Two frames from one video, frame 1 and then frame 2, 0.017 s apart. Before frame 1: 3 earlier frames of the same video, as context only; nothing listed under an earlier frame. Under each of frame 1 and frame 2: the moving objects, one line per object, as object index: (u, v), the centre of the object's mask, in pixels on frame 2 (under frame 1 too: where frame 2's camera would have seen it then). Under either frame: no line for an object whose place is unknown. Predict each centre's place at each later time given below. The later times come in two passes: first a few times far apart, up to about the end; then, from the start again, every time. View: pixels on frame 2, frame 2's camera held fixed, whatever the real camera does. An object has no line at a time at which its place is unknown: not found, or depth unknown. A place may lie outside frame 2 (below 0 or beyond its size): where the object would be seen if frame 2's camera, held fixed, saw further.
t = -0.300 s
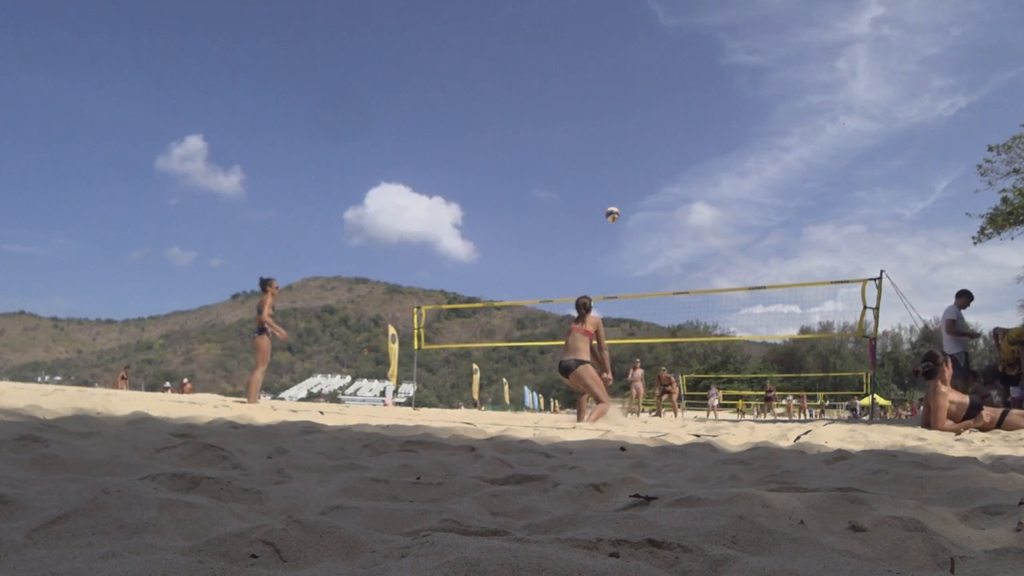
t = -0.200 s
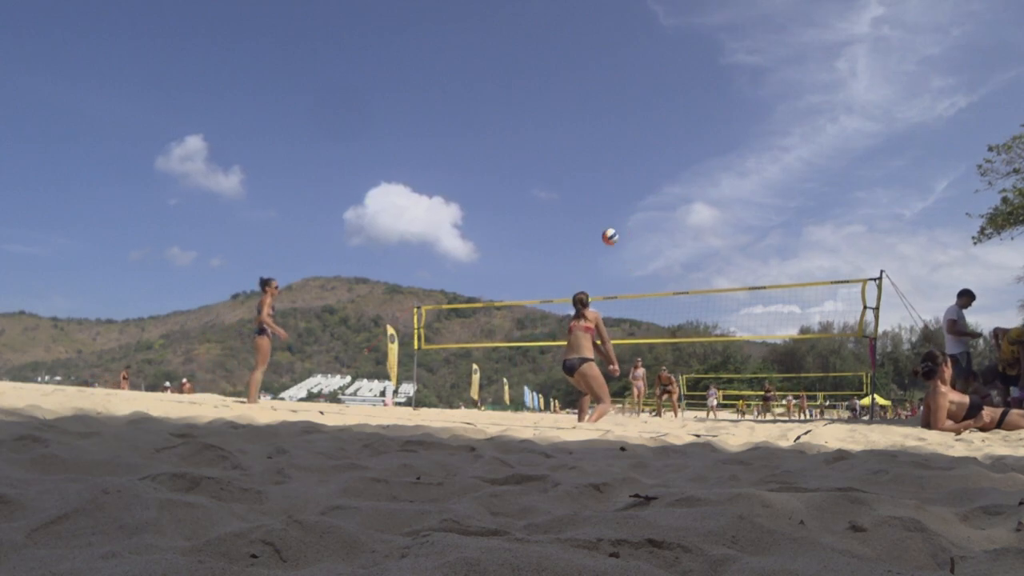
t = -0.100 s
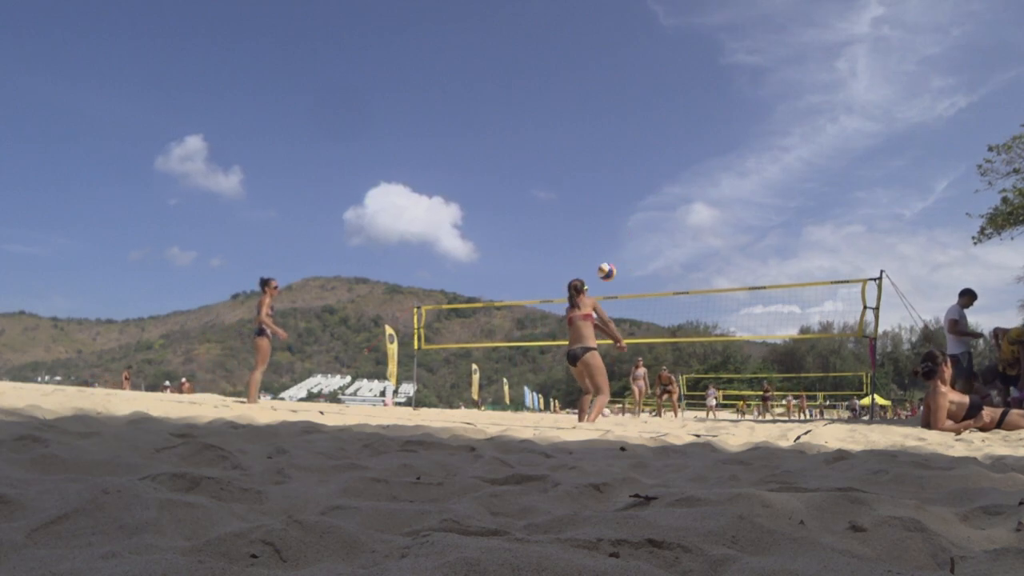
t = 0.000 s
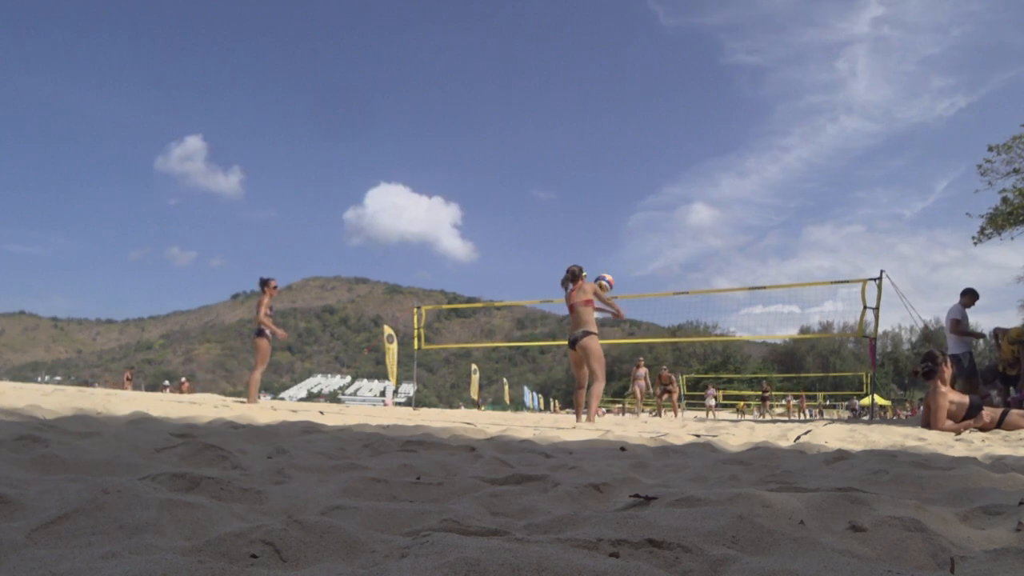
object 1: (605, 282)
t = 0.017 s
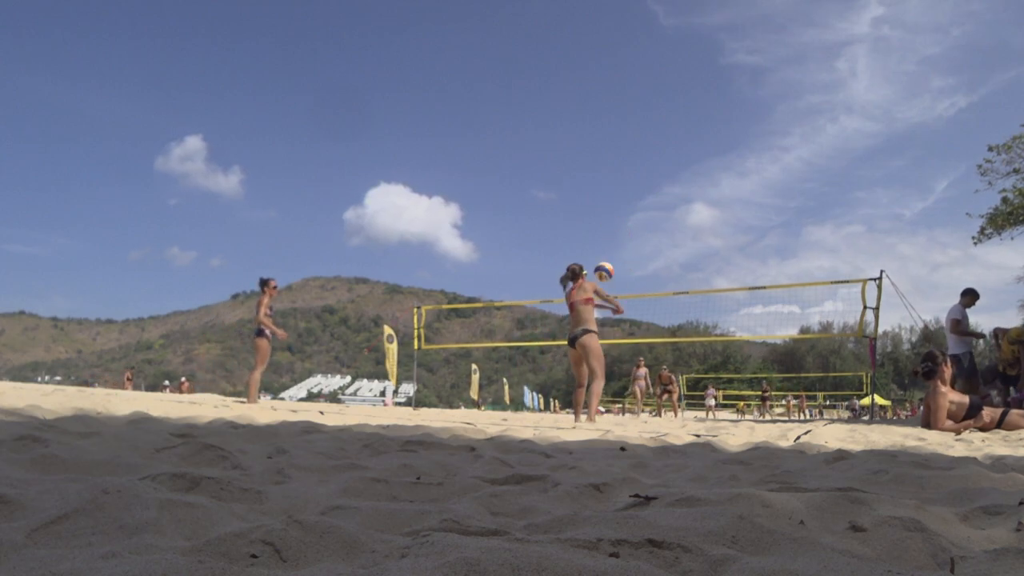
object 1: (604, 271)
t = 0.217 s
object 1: (601, 158)
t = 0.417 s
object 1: (597, 89)
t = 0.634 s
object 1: (593, 52)
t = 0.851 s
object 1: (587, 47)
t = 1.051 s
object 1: (582, 68)
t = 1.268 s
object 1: (576, 118)
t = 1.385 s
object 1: (572, 158)
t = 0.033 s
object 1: (604, 260)
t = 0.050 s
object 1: (603, 249)
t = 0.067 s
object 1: (603, 239)
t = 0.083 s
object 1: (603, 228)
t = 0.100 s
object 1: (603, 218)
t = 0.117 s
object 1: (603, 208)
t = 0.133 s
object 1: (603, 200)
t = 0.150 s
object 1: (603, 191)
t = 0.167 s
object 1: (602, 182)
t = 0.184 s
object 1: (602, 173)
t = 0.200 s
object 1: (602, 165)
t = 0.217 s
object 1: (601, 158)
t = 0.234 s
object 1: (601, 151)
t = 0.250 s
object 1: (601, 143)
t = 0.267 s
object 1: (601, 136)
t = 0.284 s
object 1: (601, 131)
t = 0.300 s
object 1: (600, 125)
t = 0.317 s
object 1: (600, 119)
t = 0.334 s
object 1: (599, 113)
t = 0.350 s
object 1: (599, 108)
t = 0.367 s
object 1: (599, 103)
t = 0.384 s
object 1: (598, 98)
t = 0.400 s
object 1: (598, 93)
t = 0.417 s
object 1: (597, 89)
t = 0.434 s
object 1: (597, 85)
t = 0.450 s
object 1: (597, 80)
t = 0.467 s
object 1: (597, 77)
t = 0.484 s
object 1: (597, 74)
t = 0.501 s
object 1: (596, 70)
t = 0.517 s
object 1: (595, 67)
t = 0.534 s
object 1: (595, 64)
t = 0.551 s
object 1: (594, 62)
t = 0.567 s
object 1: (594, 59)
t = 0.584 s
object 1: (594, 57)
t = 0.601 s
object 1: (593, 55)
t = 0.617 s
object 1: (593, 53)
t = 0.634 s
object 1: (593, 52)
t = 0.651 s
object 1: (592, 51)
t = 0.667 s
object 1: (592, 49)
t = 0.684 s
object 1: (591, 48)
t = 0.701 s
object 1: (591, 47)
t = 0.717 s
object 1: (590, 47)
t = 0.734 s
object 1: (590, 46)
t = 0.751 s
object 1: (589, 45)
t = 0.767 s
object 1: (589, 45)
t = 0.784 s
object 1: (589, 45)
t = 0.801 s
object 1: (588, 46)
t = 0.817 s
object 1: (588, 46)
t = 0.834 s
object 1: (587, 46)
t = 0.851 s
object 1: (587, 47)
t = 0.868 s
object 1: (586, 47)
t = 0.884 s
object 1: (586, 48)
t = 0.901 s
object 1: (586, 50)
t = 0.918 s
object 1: (585, 50)
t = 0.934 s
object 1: (585, 52)
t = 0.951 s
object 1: (585, 54)
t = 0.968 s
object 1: (584, 57)
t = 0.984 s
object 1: (584, 58)
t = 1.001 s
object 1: (583, 60)
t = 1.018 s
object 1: (583, 62)
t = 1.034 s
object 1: (582, 65)
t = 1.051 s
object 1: (582, 68)
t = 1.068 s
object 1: (581, 70)
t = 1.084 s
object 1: (581, 73)
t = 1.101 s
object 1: (581, 76)
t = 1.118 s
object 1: (580, 80)
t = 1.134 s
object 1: (580, 84)
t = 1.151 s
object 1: (579, 87)
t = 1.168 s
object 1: (579, 91)
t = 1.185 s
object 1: (578, 95)
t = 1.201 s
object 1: (577, 99)
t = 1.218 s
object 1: (577, 103)
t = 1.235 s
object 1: (576, 108)
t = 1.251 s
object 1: (576, 113)
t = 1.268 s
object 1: (576, 118)
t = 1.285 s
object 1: (576, 124)
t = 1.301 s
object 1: (575, 128)
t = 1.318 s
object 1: (574, 134)
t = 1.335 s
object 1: (574, 140)
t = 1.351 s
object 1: (573, 146)
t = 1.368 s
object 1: (572, 152)
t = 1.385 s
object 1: (572, 158)
